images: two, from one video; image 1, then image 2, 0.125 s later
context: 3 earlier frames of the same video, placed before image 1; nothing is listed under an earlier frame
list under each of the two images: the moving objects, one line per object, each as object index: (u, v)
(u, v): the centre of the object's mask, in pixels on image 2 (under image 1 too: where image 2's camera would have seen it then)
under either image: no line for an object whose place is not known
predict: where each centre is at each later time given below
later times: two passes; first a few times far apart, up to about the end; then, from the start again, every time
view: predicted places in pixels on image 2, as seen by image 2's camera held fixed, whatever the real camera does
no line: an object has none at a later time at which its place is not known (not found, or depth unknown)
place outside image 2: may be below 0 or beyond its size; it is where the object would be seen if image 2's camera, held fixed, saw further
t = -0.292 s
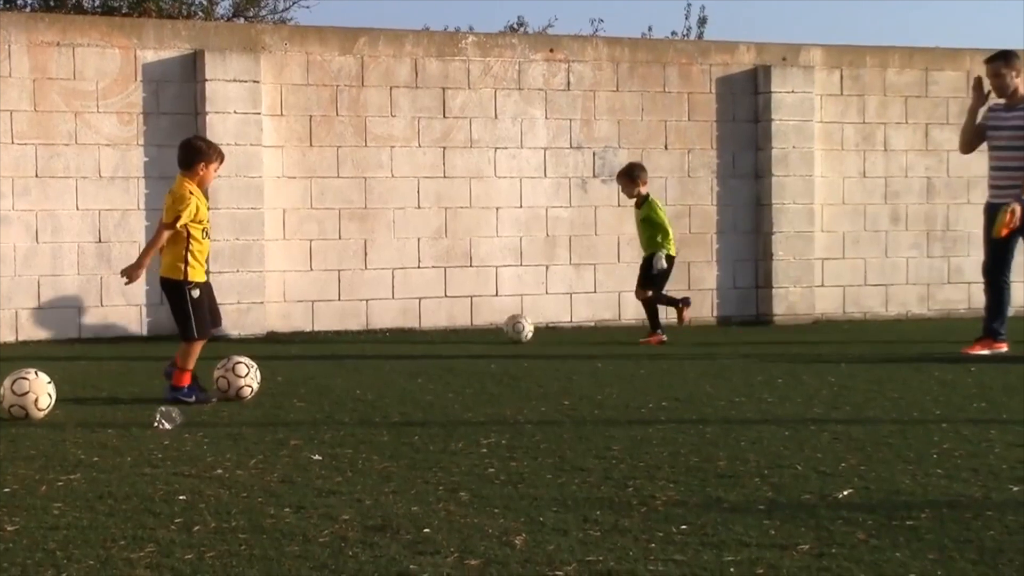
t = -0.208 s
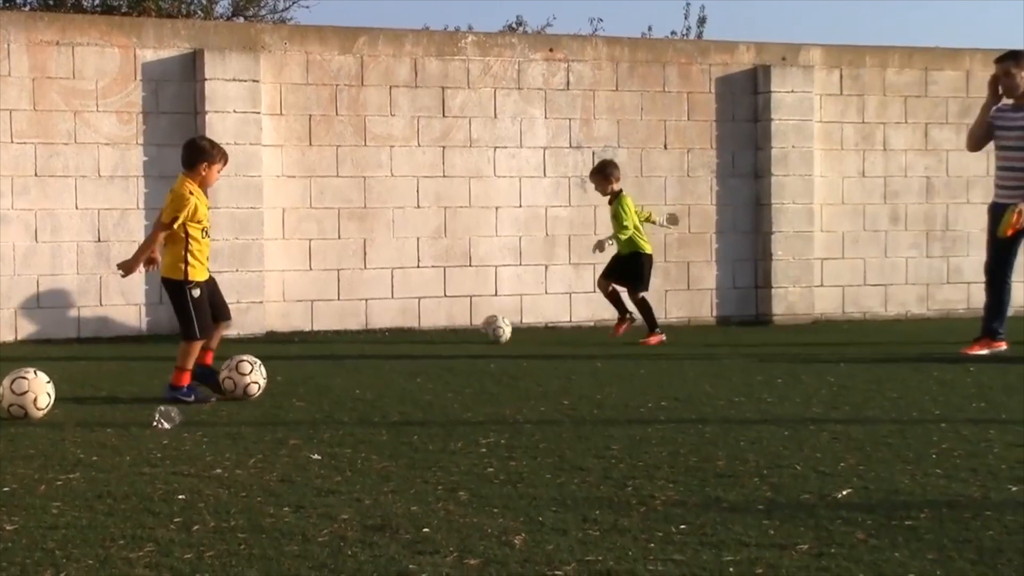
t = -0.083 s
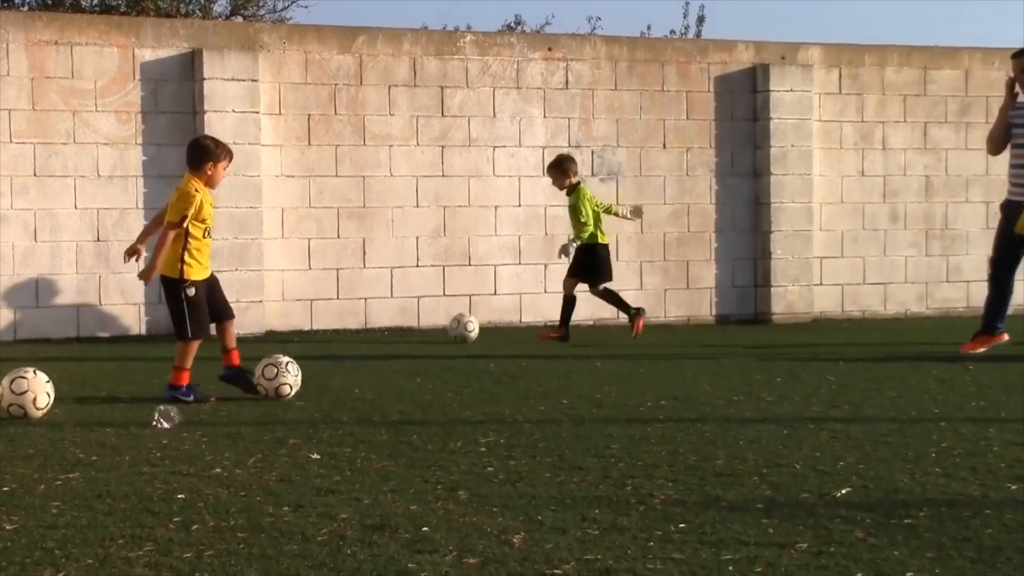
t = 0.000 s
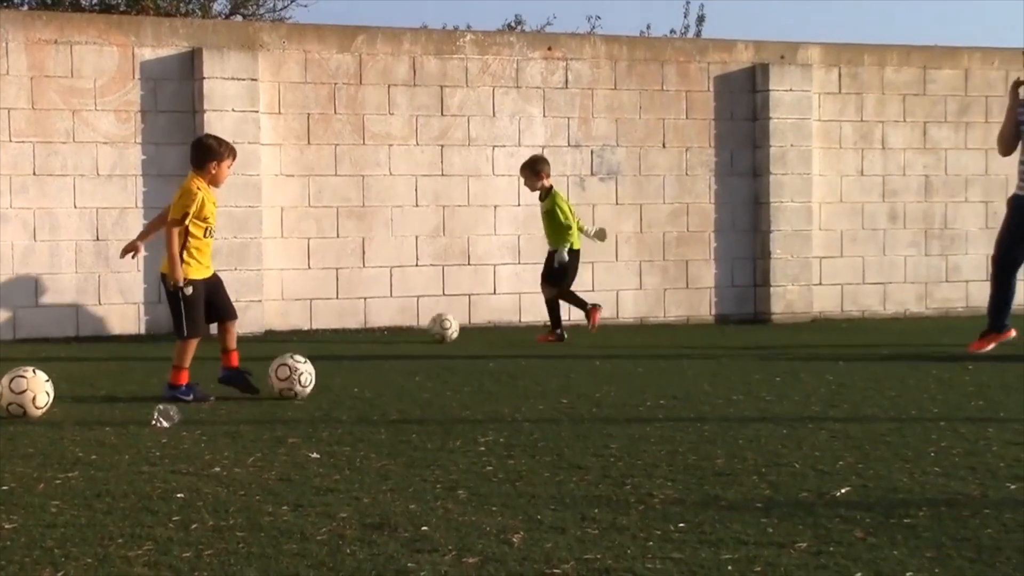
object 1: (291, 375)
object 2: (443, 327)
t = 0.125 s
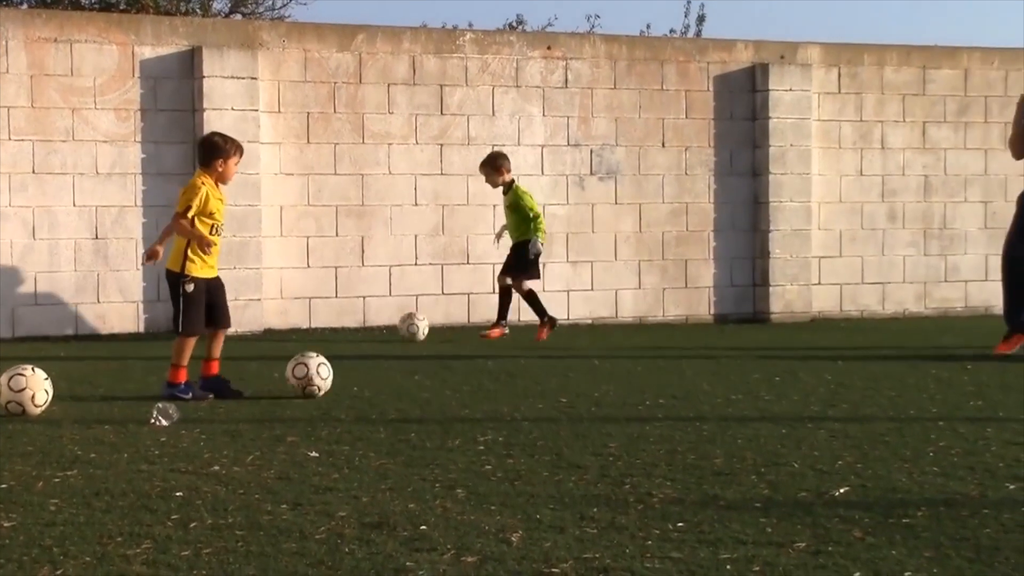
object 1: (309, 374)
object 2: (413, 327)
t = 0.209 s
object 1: (321, 375)
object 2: (394, 326)
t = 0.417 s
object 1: (348, 375)
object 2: (345, 327)
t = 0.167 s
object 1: (315, 375)
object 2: (404, 326)
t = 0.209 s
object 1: (321, 375)
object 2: (394, 326)
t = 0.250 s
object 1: (327, 375)
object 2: (384, 327)
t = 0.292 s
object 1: (332, 375)
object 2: (374, 327)
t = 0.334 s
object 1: (338, 375)
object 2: (364, 327)
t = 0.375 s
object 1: (343, 375)
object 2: (355, 327)
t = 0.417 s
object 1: (348, 375)
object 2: (345, 327)
